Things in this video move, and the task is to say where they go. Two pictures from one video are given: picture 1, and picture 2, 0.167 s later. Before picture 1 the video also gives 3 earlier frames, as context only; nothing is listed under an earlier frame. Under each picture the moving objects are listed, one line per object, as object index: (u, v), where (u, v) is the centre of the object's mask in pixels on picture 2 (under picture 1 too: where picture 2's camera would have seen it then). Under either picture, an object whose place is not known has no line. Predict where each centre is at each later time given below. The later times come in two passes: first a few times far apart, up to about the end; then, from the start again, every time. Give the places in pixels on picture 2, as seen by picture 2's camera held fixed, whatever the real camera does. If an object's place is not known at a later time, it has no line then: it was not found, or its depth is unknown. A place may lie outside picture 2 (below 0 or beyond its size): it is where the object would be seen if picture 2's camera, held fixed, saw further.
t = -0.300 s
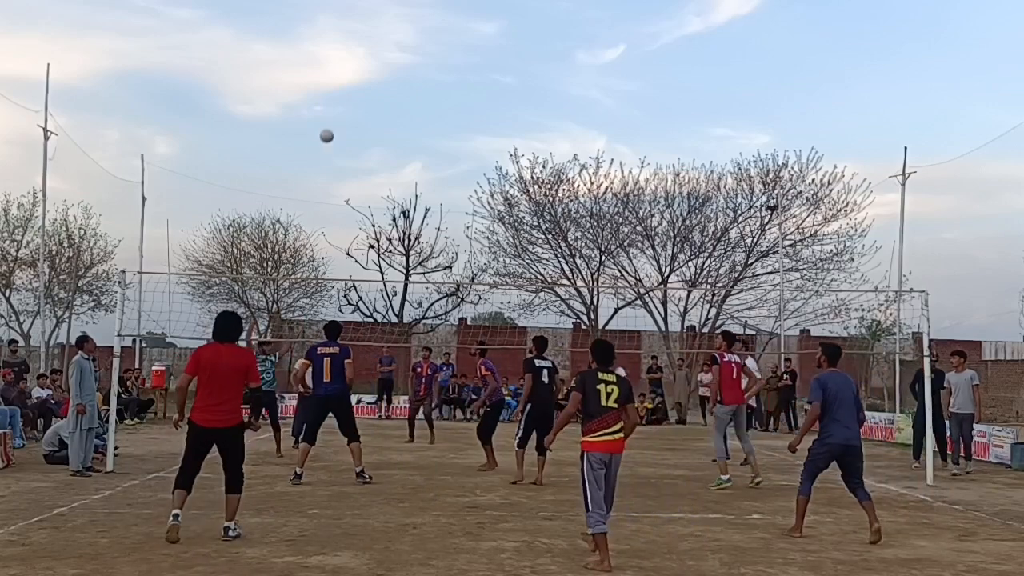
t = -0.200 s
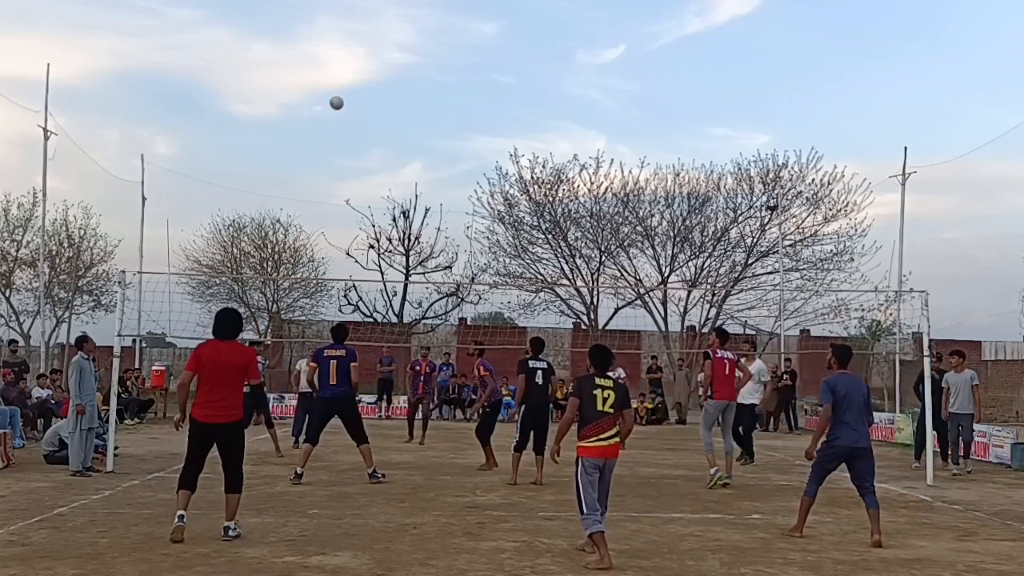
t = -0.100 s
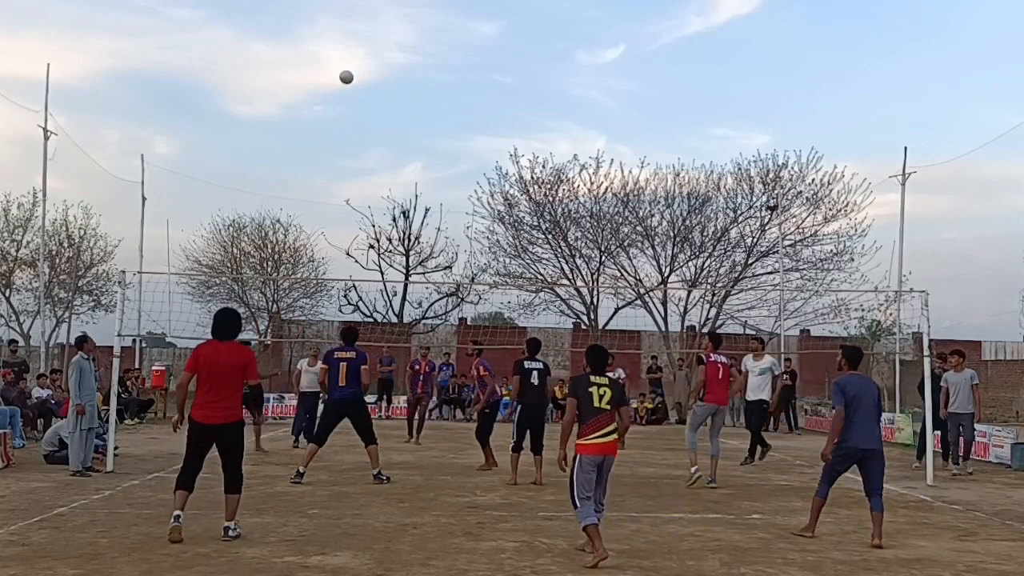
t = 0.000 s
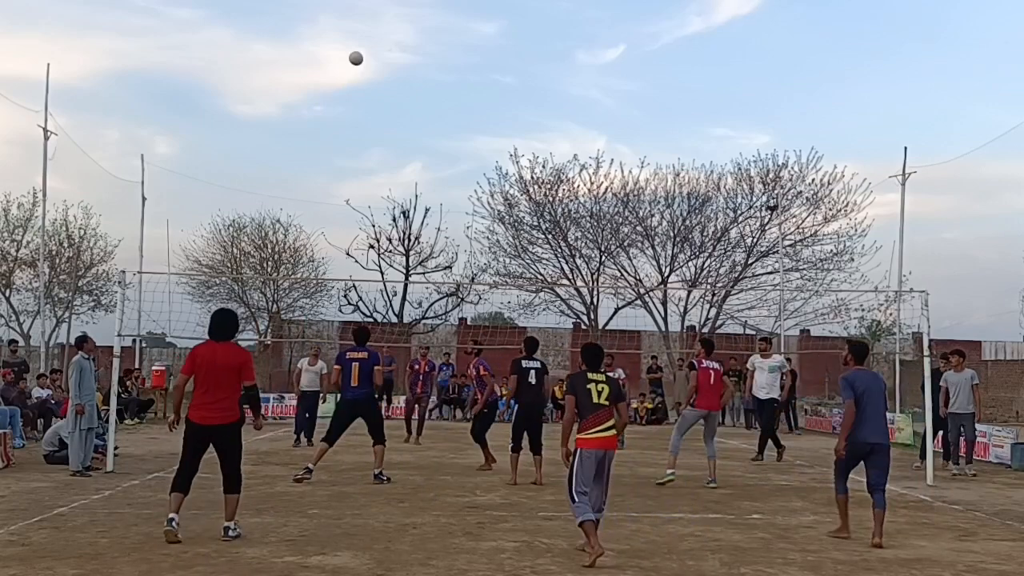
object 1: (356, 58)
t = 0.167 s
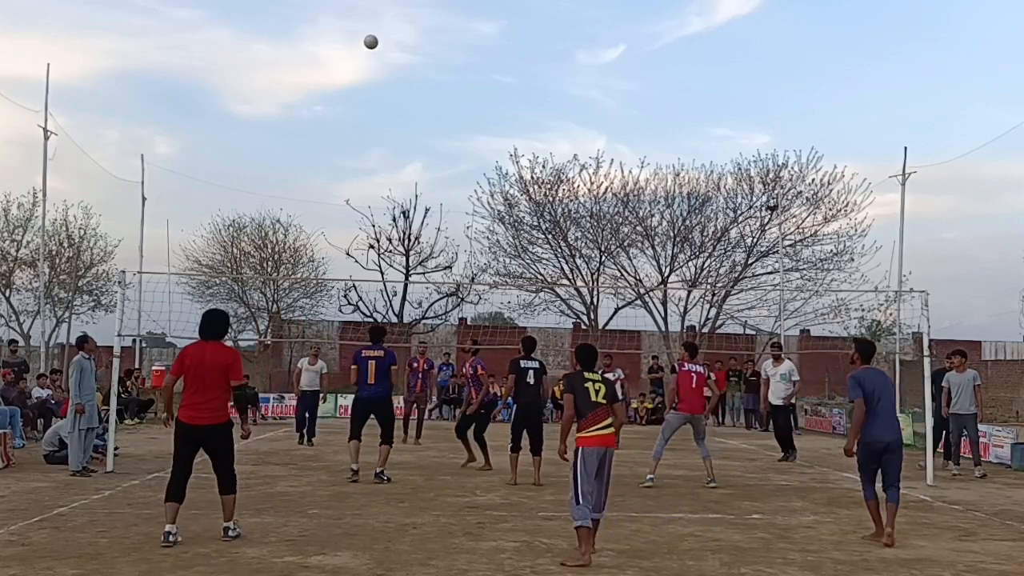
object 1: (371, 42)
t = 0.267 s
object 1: (379, 40)
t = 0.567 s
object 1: (404, 80)
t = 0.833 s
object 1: (425, 168)
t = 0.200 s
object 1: (374, 40)
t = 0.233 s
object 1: (376, 40)
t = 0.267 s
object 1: (379, 40)
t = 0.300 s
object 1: (382, 42)
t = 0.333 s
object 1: (385, 44)
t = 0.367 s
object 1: (388, 46)
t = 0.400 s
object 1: (391, 50)
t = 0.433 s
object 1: (394, 54)
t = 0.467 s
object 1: (397, 59)
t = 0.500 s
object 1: (399, 65)
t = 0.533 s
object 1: (402, 72)
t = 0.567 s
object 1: (404, 80)
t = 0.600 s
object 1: (407, 88)
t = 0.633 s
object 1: (410, 98)
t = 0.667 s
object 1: (413, 108)
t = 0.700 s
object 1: (415, 118)
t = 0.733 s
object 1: (418, 130)
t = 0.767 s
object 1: (420, 142)
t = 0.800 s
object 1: (423, 155)
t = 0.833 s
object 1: (425, 168)
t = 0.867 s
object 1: (427, 183)
